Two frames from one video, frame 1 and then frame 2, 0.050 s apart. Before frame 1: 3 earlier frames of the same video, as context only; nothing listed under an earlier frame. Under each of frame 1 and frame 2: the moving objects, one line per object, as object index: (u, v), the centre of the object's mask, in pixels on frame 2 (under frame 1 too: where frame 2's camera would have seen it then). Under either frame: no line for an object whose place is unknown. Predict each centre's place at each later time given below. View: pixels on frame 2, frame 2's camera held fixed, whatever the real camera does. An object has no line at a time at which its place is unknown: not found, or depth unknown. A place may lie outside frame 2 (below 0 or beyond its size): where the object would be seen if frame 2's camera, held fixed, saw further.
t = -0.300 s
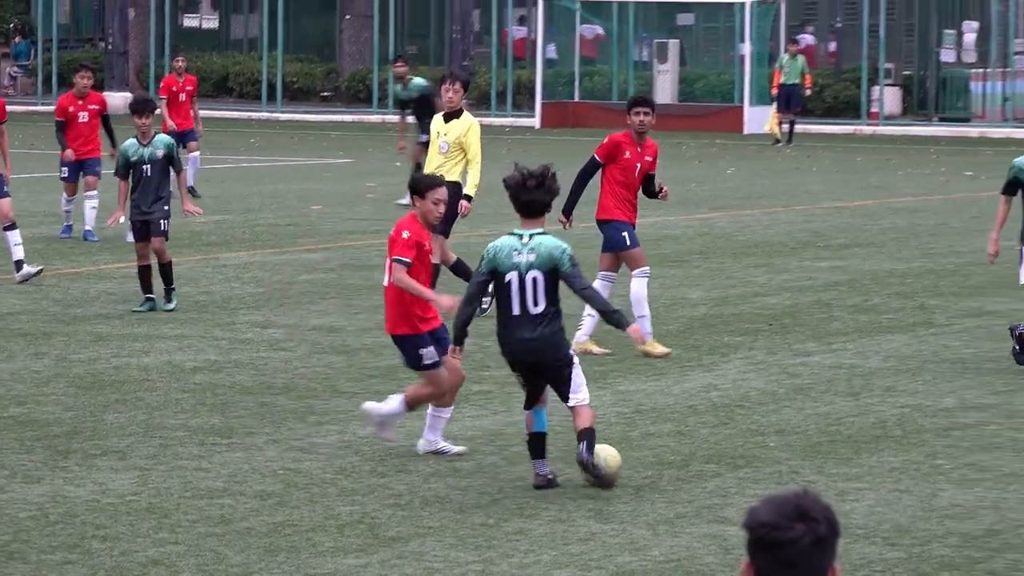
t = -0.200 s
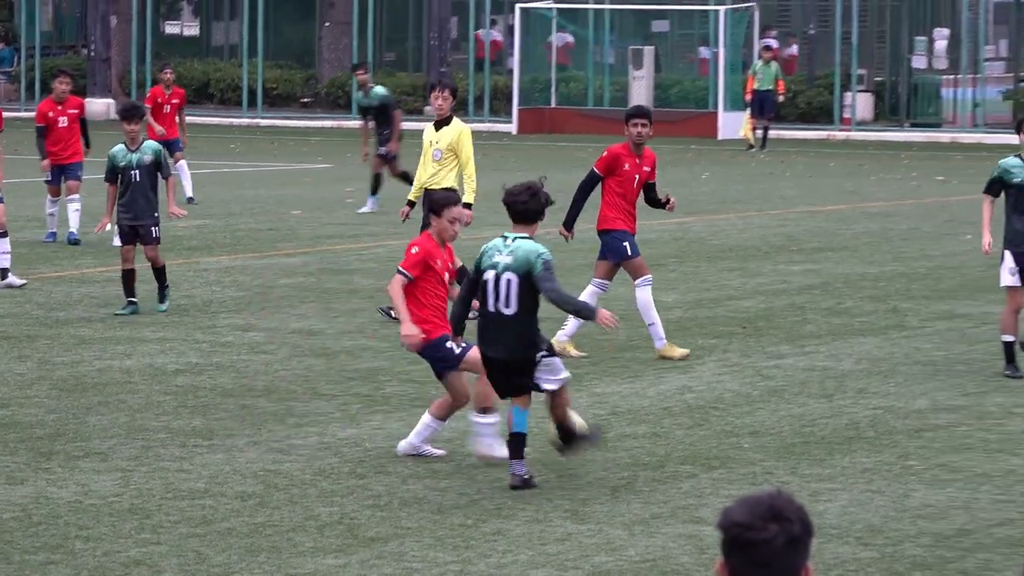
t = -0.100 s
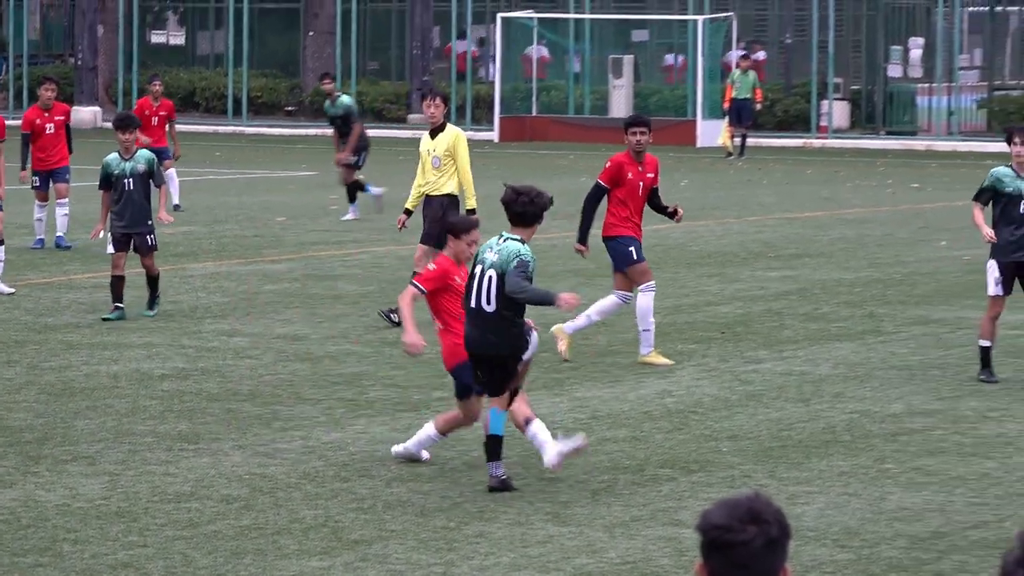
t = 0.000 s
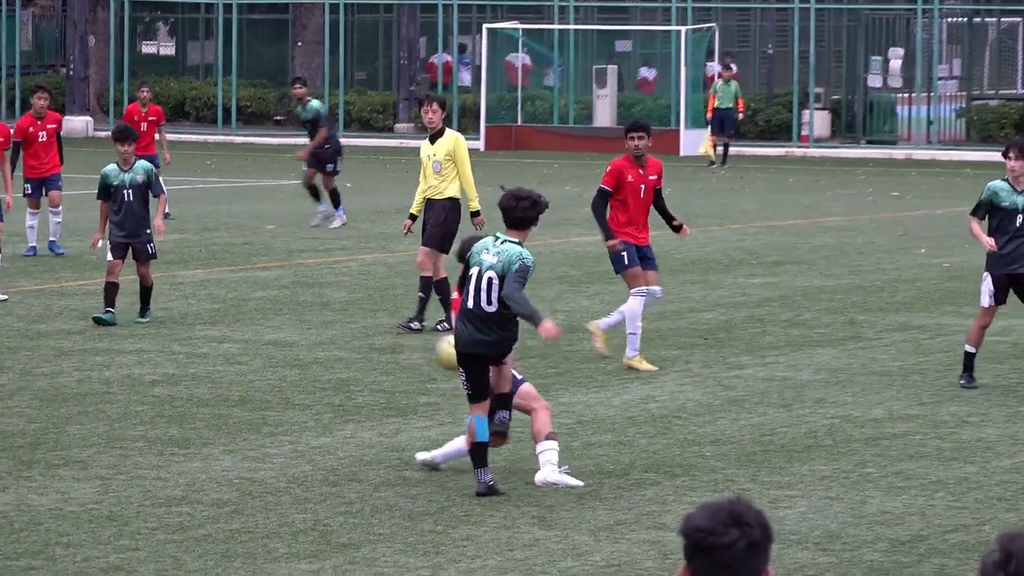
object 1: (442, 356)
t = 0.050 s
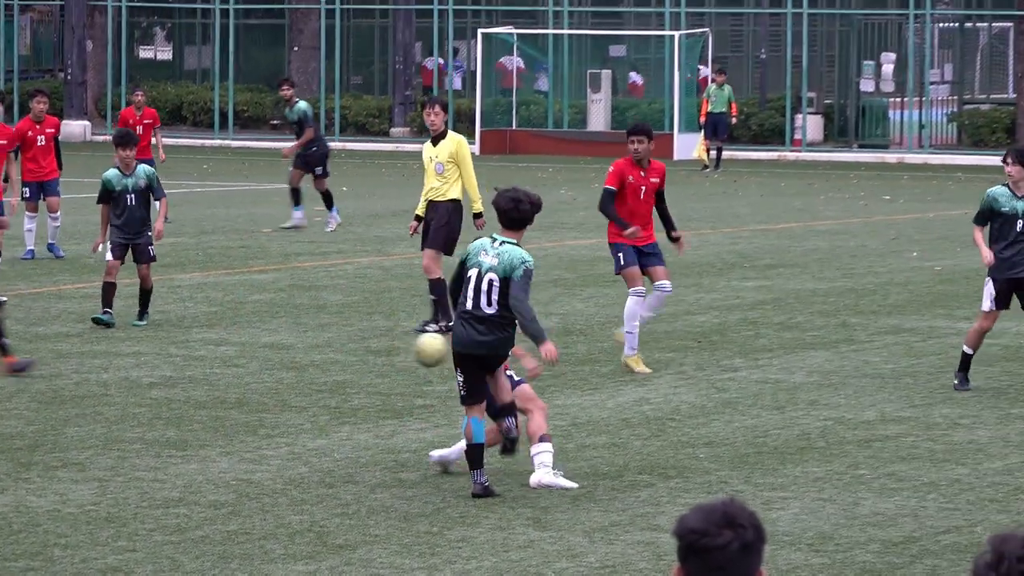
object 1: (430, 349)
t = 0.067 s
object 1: (425, 348)
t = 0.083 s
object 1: (418, 348)
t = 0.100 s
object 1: (413, 348)
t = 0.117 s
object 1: (408, 348)
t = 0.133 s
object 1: (403, 350)
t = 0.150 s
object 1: (398, 351)
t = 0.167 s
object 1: (392, 353)
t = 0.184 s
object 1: (388, 356)
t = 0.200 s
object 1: (383, 359)
